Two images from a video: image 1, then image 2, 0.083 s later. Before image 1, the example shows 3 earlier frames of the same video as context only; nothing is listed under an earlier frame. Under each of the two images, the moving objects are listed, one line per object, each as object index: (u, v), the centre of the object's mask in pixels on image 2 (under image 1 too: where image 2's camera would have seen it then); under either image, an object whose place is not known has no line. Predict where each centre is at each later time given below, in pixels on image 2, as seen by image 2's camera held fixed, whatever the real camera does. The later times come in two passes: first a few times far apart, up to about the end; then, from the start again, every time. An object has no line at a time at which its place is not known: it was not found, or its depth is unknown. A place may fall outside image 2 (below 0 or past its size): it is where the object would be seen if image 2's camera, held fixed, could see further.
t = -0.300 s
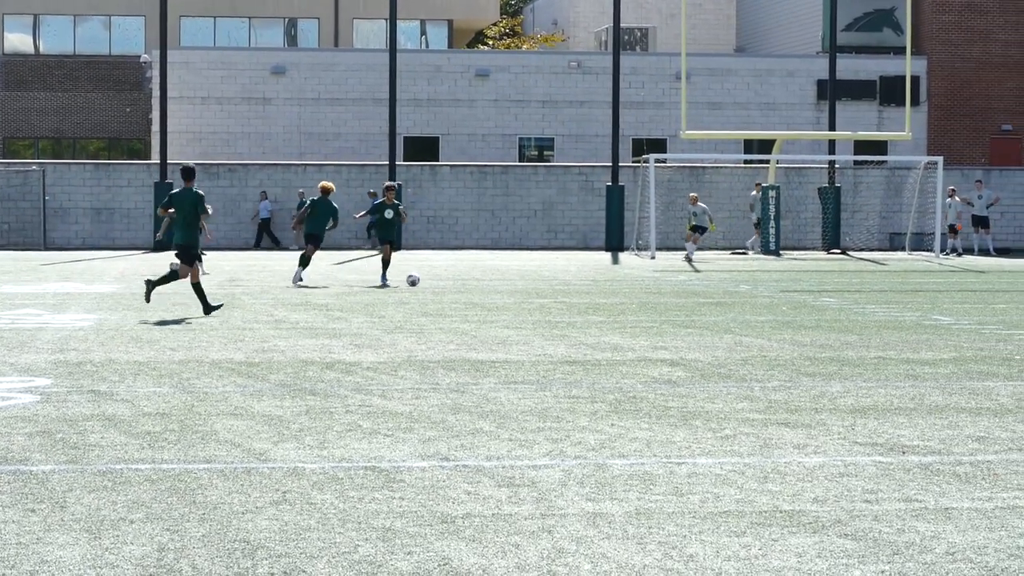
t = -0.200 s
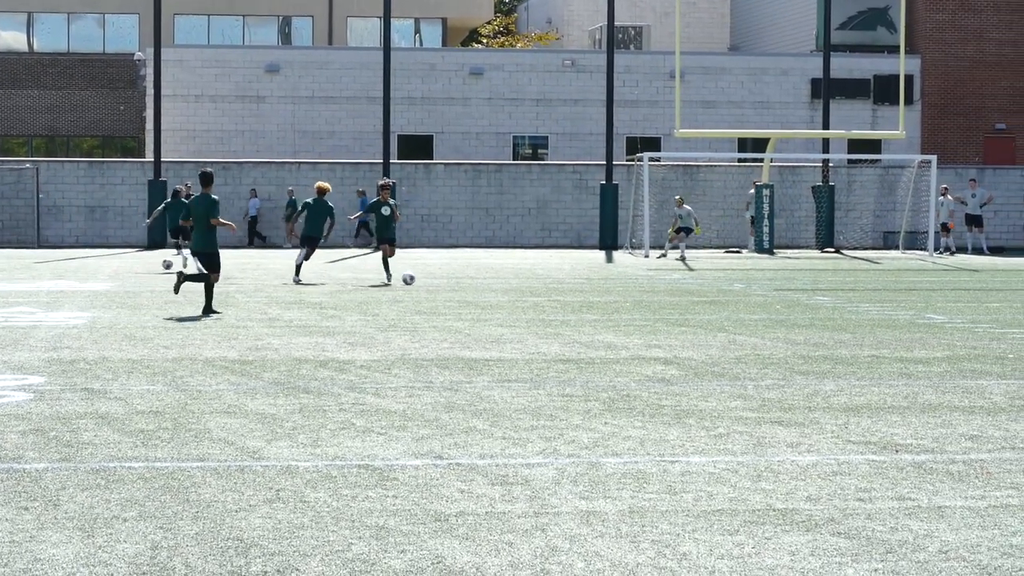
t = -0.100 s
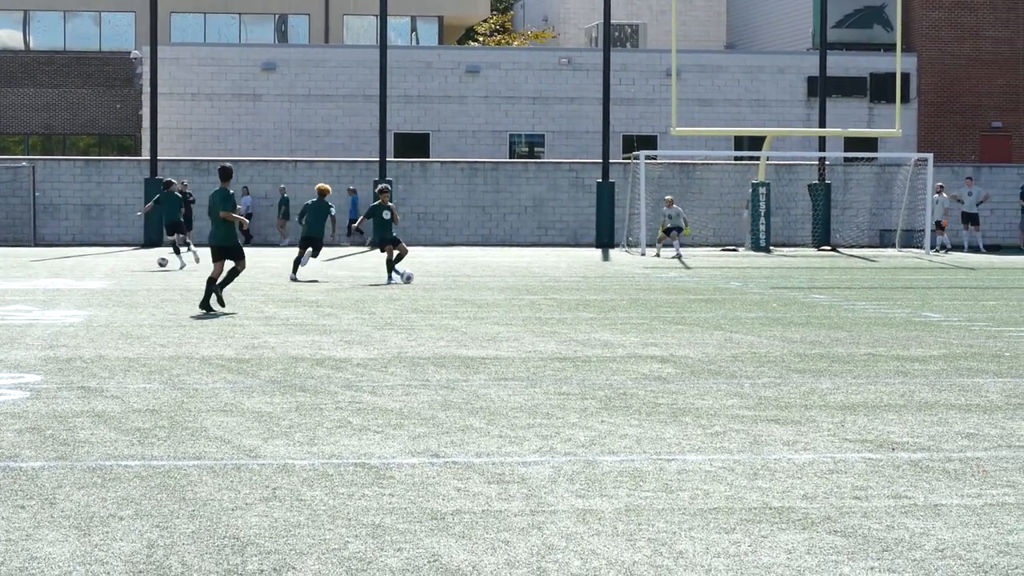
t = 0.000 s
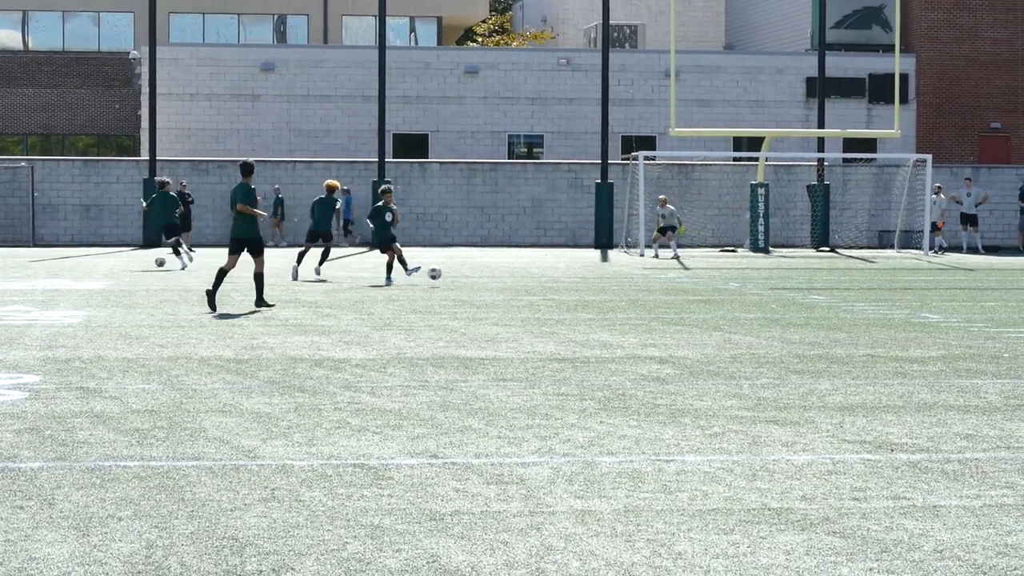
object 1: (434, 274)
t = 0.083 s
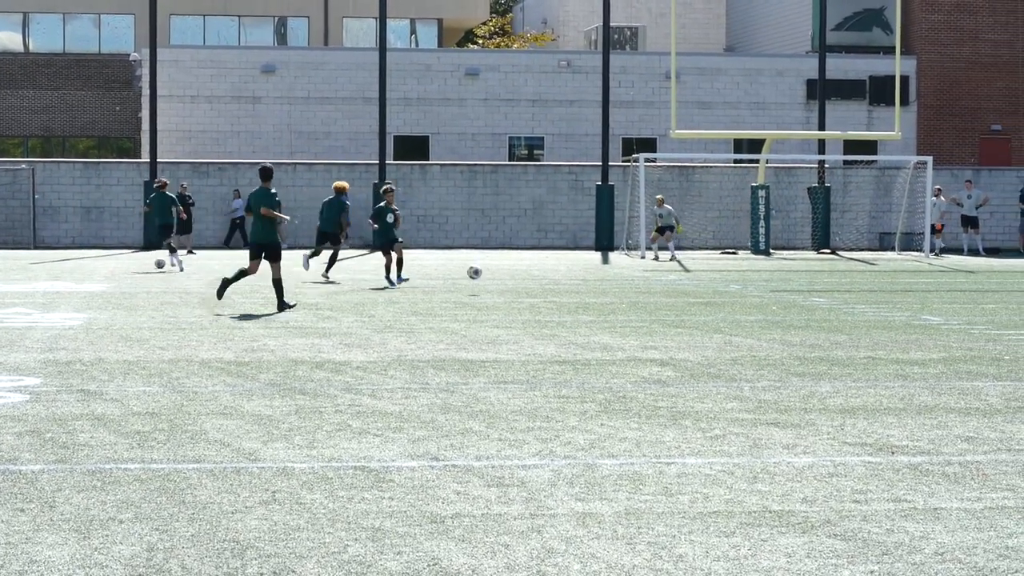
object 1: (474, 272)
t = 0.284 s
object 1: (570, 284)
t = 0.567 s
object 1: (699, 300)
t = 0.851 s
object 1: (826, 321)
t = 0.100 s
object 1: (481, 272)
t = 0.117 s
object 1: (488, 272)
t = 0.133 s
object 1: (496, 272)
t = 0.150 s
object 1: (505, 273)
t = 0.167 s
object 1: (514, 274)
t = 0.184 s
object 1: (521, 276)
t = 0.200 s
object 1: (528, 276)
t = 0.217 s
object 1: (535, 277)
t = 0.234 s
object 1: (544, 280)
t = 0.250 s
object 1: (553, 282)
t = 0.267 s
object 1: (562, 283)
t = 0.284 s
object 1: (570, 284)
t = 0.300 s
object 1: (578, 287)
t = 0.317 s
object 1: (586, 290)
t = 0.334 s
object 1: (594, 295)
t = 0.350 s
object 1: (602, 299)
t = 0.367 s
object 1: (611, 302)
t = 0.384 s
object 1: (620, 305)
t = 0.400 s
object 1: (627, 305)
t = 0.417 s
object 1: (633, 303)
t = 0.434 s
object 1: (640, 301)
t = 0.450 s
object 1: (647, 299)
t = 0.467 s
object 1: (654, 299)
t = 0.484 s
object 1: (662, 299)
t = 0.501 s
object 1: (670, 298)
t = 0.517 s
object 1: (677, 298)
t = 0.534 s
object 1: (684, 298)
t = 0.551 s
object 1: (691, 299)
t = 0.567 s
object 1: (699, 300)
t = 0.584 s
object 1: (707, 302)
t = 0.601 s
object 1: (715, 303)
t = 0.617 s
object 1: (723, 305)
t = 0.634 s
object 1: (730, 308)
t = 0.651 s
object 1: (739, 311)
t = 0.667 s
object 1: (746, 314)
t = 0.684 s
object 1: (755, 318)
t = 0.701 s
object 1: (764, 322)
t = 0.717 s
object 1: (771, 327)
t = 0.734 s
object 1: (780, 331)
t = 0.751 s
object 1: (786, 331)
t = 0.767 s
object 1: (793, 328)
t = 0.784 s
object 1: (800, 326)
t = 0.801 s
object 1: (807, 323)
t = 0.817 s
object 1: (813, 322)
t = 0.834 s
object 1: (820, 322)
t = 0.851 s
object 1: (826, 321)
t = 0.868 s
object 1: (833, 320)
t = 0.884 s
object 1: (841, 320)
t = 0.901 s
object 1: (848, 320)
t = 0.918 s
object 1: (855, 321)
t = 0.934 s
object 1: (862, 322)
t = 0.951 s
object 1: (869, 324)
